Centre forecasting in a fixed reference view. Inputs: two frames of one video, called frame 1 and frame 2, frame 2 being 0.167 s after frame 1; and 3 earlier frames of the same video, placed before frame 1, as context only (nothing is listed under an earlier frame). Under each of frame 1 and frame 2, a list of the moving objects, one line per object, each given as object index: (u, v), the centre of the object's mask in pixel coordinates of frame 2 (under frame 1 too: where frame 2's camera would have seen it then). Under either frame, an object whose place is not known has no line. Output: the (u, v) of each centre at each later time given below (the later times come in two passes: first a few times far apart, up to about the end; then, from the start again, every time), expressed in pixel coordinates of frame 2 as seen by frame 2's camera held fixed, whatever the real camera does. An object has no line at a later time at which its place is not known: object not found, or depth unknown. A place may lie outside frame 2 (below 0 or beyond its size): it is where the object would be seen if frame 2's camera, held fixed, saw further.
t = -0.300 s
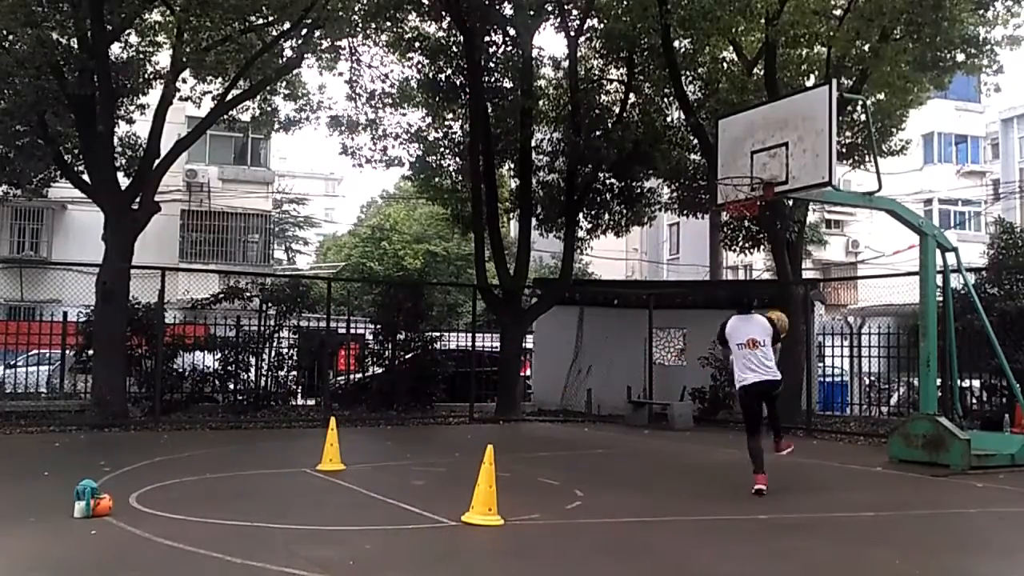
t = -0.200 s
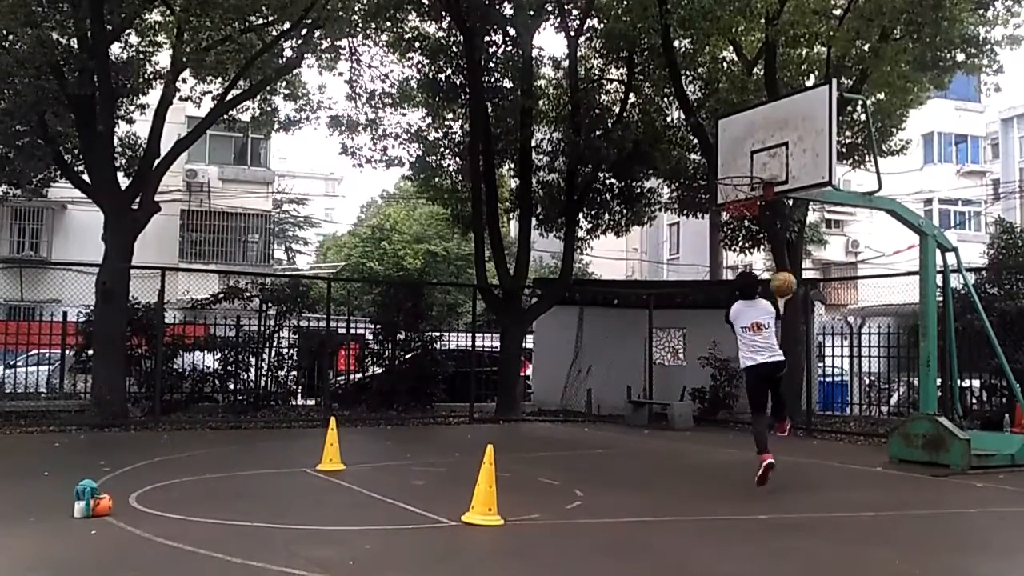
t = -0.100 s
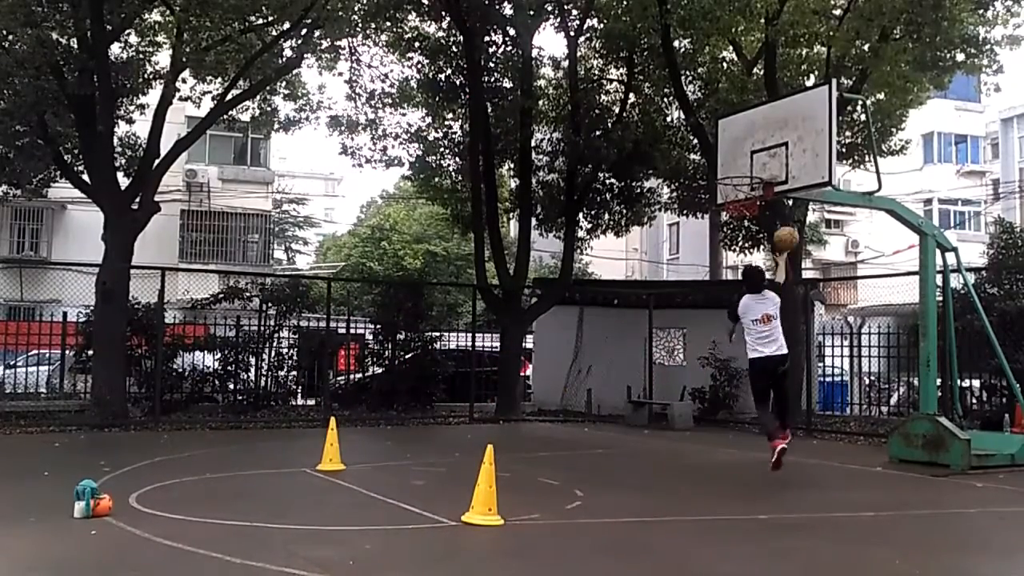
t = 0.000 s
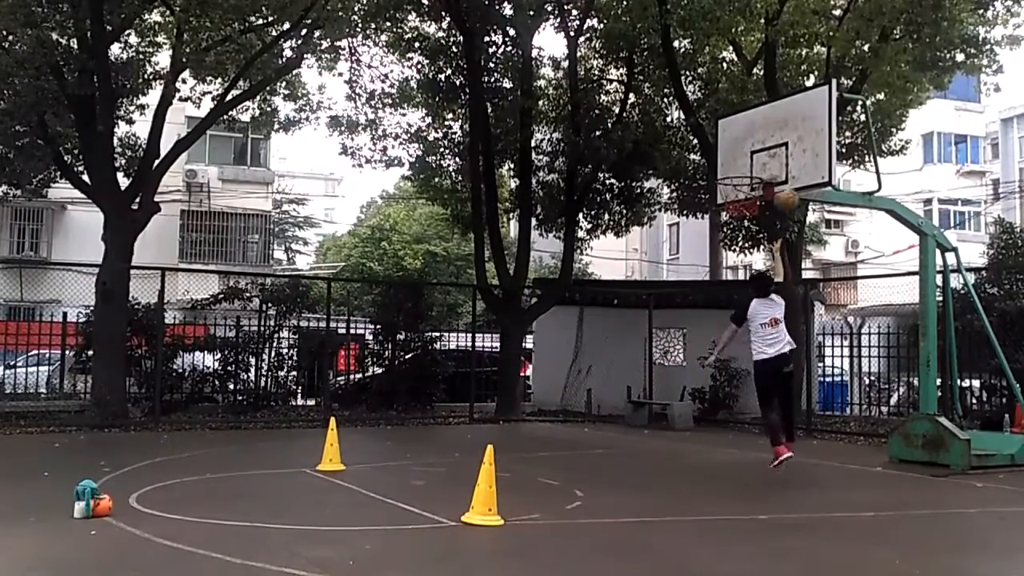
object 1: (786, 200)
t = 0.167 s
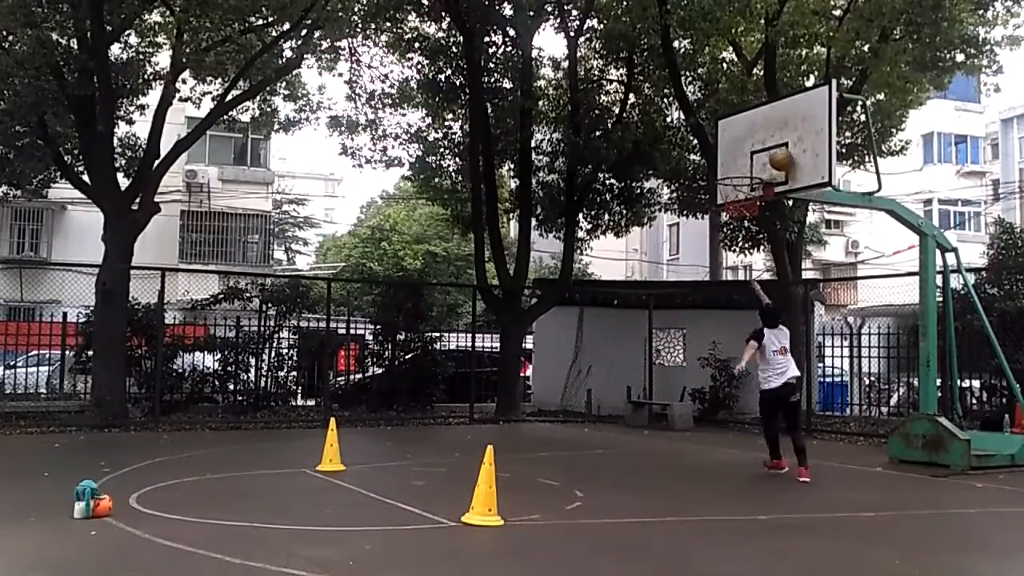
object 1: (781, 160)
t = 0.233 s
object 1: (772, 153)
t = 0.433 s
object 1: (746, 154)
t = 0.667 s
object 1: (736, 182)
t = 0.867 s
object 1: (742, 199)
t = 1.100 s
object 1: (745, 264)
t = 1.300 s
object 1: (750, 366)
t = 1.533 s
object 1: (754, 422)
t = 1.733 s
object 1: (758, 333)
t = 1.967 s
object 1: (766, 278)
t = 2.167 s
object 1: (772, 275)
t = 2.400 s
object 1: (781, 324)
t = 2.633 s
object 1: (789, 437)
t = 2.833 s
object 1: (800, 416)
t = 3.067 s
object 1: (814, 346)
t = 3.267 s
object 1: (829, 333)
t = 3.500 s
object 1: (845, 374)
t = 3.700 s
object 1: (861, 464)
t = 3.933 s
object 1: (879, 414)
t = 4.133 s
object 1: (896, 378)
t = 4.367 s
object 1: (918, 396)
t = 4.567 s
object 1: (937, 467)
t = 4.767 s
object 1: (957, 446)
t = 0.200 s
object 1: (776, 156)
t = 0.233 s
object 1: (772, 153)
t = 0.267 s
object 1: (768, 150)
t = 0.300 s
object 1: (763, 150)
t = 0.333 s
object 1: (759, 150)
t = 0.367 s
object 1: (755, 150)
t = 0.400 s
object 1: (750, 152)
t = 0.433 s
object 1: (746, 154)
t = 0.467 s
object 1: (742, 159)
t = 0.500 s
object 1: (738, 163)
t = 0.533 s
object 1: (734, 169)
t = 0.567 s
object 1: (734, 170)
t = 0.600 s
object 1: (736, 172)
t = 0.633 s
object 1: (737, 175)
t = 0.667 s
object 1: (736, 182)
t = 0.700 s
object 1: (739, 186)
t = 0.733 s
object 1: (739, 186)
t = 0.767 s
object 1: (740, 188)
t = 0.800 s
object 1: (740, 190)
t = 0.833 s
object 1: (741, 192)
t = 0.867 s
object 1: (742, 199)
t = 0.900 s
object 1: (743, 206)
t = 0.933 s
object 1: (743, 213)
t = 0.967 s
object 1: (744, 221)
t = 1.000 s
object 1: (745, 231)
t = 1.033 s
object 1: (745, 240)
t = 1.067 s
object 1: (745, 252)
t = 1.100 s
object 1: (745, 264)
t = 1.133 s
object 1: (745, 277)
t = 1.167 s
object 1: (747, 292)
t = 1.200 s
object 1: (747, 309)
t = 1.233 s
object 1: (747, 326)
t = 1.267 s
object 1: (748, 345)
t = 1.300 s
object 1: (750, 366)
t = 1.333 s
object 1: (749, 387)
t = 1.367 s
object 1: (749, 410)
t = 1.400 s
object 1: (750, 434)
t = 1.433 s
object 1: (751, 460)
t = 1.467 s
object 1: (752, 460)
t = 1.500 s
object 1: (753, 441)
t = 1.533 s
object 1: (754, 422)
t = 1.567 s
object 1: (755, 405)
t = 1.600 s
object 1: (755, 388)
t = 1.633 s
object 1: (756, 372)
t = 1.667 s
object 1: (757, 359)
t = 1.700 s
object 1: (758, 345)
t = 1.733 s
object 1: (758, 333)
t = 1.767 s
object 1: (759, 321)
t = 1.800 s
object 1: (760, 312)
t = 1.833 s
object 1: (761, 303)
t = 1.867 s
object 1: (762, 295)
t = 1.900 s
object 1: (764, 288)
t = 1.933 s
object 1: (765, 282)
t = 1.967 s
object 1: (766, 278)
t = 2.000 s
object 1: (767, 275)
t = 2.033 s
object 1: (768, 273)
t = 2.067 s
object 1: (769, 272)
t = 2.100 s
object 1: (770, 271)
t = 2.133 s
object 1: (771, 272)
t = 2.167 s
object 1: (772, 275)
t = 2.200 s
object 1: (773, 278)
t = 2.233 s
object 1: (774, 282)
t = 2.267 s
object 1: (775, 288)
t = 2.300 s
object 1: (777, 295)
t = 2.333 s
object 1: (778, 303)
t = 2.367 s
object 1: (779, 313)
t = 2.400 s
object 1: (781, 324)
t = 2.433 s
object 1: (782, 336)
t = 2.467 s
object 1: (783, 349)
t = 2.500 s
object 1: (784, 363)
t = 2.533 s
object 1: (785, 379)
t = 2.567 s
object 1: (786, 397)
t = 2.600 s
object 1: (788, 416)
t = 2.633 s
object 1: (789, 437)
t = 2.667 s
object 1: (791, 458)
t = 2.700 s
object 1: (792, 481)
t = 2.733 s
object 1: (794, 464)
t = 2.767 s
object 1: (795, 447)
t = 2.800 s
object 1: (798, 430)
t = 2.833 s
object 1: (800, 416)
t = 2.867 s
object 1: (802, 403)
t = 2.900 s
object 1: (804, 389)
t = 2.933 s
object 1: (806, 379)
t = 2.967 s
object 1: (808, 369)
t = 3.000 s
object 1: (810, 360)
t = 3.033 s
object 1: (812, 352)
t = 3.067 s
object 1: (814, 346)
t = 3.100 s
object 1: (817, 341)
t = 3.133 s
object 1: (818, 337)
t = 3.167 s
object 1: (821, 333)
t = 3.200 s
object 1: (823, 332)
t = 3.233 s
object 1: (825, 332)
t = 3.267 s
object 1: (829, 333)
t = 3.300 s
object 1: (830, 334)
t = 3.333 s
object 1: (832, 338)
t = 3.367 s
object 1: (834, 341)
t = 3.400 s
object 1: (838, 348)
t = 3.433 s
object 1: (840, 355)
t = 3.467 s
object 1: (843, 364)
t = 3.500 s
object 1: (845, 374)
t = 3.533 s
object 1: (848, 385)
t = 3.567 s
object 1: (851, 398)
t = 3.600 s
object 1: (853, 411)
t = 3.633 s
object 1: (855, 428)
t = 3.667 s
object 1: (858, 445)
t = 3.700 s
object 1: (861, 464)
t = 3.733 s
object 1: (864, 484)
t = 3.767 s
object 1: (867, 480)
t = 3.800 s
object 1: (869, 464)
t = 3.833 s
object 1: (871, 450)
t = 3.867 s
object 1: (874, 436)
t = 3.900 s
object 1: (876, 424)
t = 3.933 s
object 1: (879, 414)
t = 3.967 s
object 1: (883, 404)
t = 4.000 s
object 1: (885, 397)
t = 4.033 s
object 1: (888, 390)
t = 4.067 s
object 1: (891, 385)
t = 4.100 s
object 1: (893, 381)
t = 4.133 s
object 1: (896, 378)
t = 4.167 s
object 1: (898, 376)
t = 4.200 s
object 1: (902, 376)
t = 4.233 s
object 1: (904, 376)
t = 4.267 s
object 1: (908, 379)
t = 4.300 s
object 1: (911, 383)
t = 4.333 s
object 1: (915, 388)
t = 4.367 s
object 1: (918, 396)
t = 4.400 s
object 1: (921, 404)
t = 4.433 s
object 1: (924, 413)
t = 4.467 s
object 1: (927, 423)
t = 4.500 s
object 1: (930, 436)
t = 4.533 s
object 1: (934, 451)
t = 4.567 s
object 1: (937, 467)
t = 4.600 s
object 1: (940, 484)
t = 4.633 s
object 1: (944, 496)
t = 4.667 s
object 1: (947, 481)
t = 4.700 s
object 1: (950, 468)
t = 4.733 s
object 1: (954, 456)
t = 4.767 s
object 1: (957, 446)
